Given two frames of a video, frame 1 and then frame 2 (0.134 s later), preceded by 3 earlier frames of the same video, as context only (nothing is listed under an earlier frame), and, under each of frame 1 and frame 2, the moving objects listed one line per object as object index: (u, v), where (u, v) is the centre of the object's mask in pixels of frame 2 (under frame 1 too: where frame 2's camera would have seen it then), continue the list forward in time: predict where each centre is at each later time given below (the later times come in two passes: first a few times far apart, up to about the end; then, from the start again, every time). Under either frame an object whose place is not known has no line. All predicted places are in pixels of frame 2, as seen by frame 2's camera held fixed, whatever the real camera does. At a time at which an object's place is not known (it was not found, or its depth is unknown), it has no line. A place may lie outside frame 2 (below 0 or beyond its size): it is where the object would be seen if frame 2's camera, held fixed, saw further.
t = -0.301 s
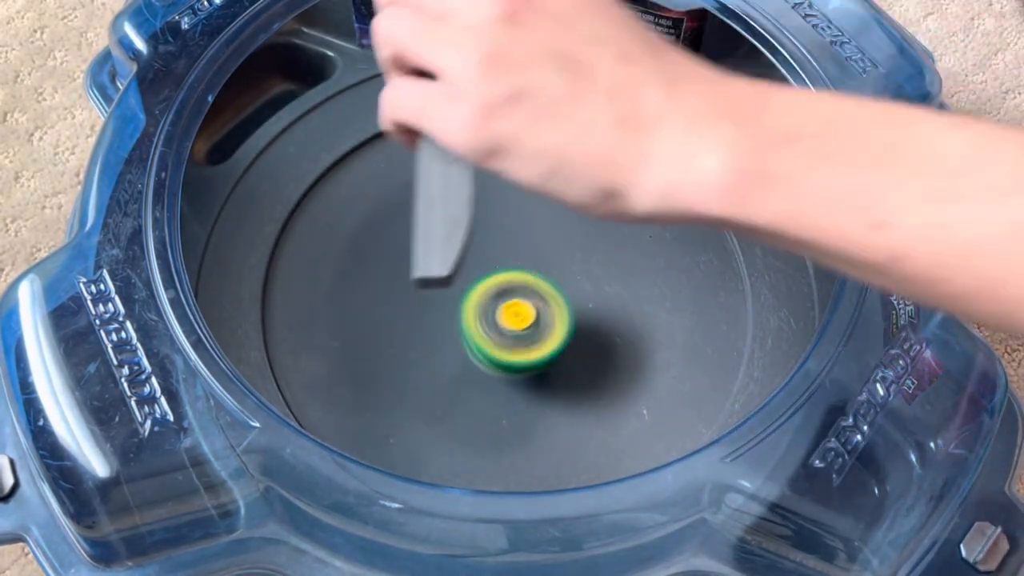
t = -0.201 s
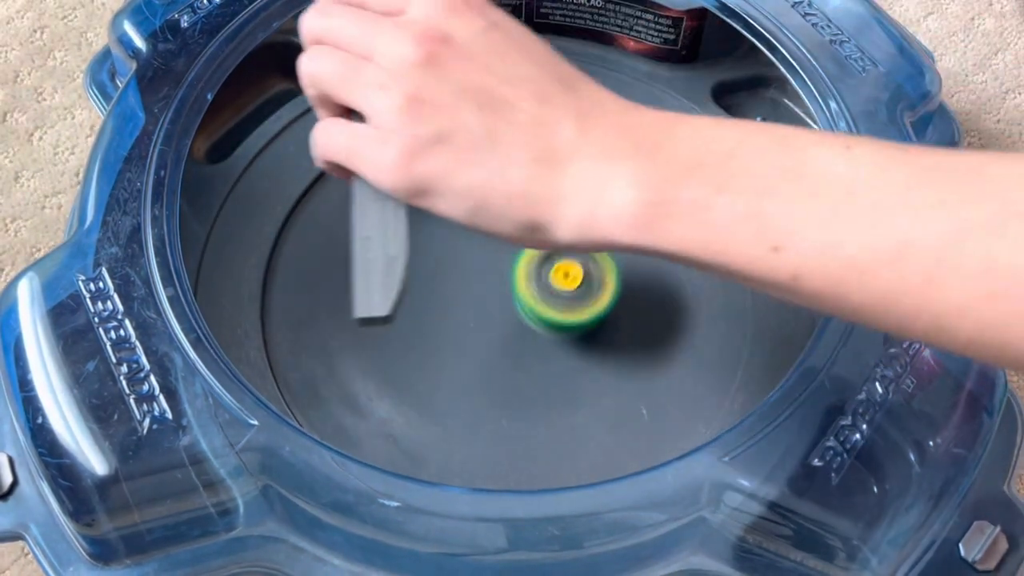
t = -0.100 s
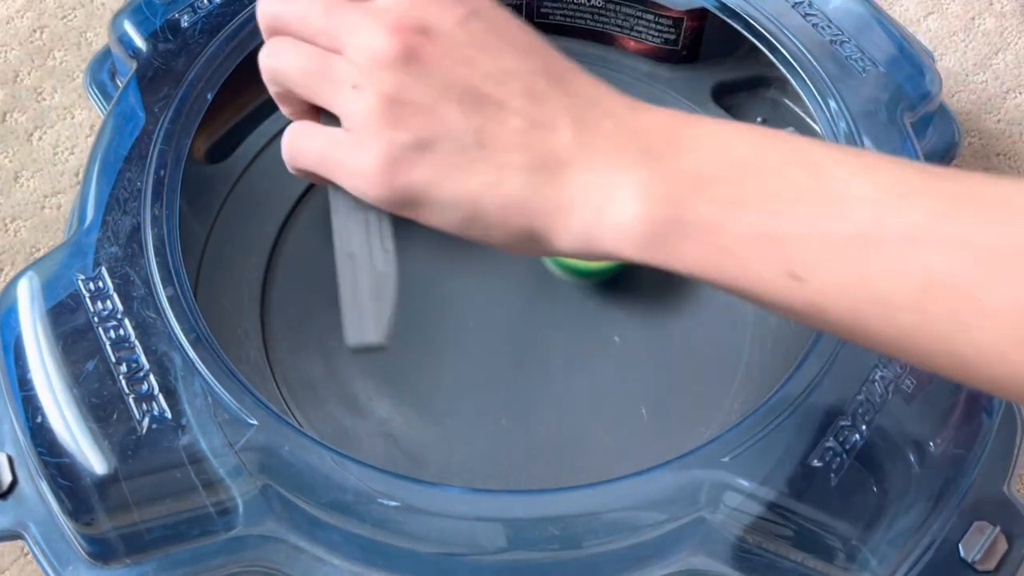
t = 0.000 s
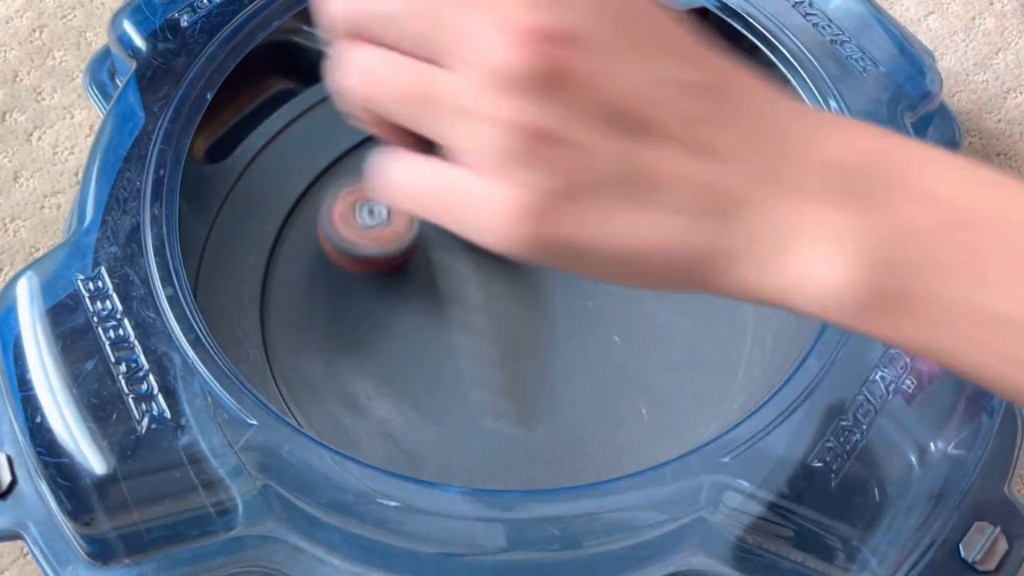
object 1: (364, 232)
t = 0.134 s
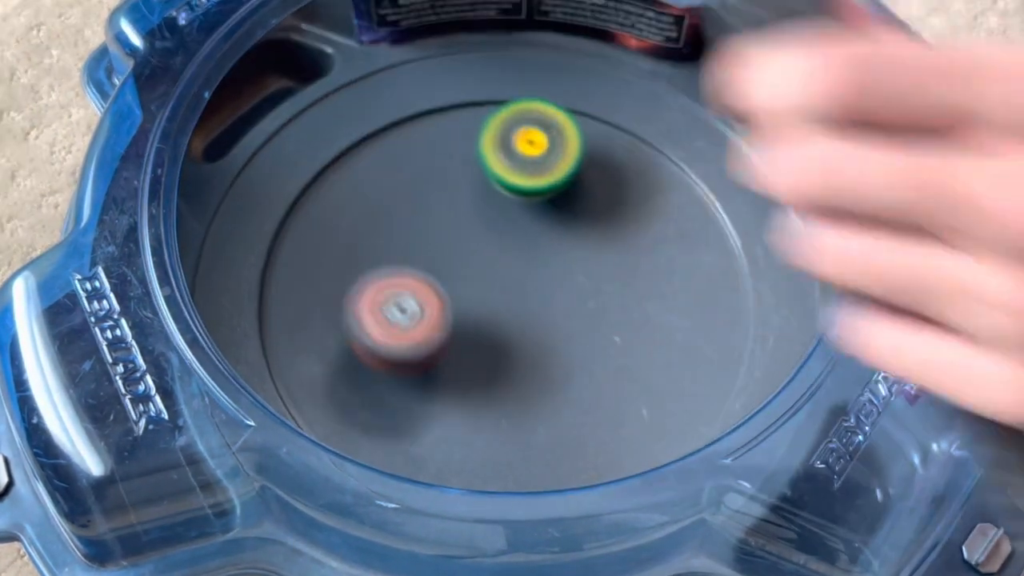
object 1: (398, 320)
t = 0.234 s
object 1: (471, 359)
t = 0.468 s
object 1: (627, 258)
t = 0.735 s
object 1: (492, 135)
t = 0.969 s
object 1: (388, 281)
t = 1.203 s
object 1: (548, 409)
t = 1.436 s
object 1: (692, 293)
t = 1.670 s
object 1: (550, 175)
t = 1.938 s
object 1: (349, 244)
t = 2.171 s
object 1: (409, 403)
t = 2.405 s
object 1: (612, 349)
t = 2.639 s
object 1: (624, 182)
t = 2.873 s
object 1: (470, 131)
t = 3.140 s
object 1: (387, 297)
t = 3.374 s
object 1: (530, 416)
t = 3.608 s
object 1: (675, 326)
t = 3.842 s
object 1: (581, 195)
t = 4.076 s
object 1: (406, 189)
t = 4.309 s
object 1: (349, 317)
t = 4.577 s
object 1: (550, 371)
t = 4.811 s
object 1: (654, 252)
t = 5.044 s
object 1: (561, 152)
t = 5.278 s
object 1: (423, 227)
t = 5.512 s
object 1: (419, 370)
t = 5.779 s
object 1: (594, 382)
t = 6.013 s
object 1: (596, 242)
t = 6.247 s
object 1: (479, 162)
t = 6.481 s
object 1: (381, 243)
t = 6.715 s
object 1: (486, 351)
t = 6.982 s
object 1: (648, 312)
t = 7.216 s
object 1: (597, 211)
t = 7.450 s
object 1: (450, 226)
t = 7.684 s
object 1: (383, 325)
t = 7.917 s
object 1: (501, 376)
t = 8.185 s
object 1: (627, 304)
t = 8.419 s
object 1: (567, 212)
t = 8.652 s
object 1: (676, 242)
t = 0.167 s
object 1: (418, 337)
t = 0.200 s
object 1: (443, 351)
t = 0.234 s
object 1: (471, 359)
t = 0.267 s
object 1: (503, 361)
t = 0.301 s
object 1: (533, 356)
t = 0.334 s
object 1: (561, 344)
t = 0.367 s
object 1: (587, 327)
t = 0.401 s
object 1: (605, 307)
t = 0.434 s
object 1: (618, 284)
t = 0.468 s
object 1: (627, 258)
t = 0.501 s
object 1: (628, 233)
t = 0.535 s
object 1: (622, 207)
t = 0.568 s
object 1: (612, 184)
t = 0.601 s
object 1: (596, 165)
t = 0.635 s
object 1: (574, 149)
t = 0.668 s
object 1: (548, 138)
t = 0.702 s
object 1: (521, 132)
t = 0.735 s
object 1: (492, 135)
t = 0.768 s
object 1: (464, 143)
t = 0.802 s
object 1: (439, 156)
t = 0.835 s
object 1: (418, 175)
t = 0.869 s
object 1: (401, 201)
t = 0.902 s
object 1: (390, 226)
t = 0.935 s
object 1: (386, 253)
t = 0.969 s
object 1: (388, 281)
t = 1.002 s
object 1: (397, 311)
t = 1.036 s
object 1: (410, 336)
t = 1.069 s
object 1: (430, 360)
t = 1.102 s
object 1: (455, 380)
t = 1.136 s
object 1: (485, 396)
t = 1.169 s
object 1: (515, 405)
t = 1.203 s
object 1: (548, 409)
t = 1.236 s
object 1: (580, 407)
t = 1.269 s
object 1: (612, 399)
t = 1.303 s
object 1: (642, 386)
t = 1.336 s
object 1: (664, 367)
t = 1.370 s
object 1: (680, 344)
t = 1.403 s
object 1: (689, 319)
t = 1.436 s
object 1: (692, 293)
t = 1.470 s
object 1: (687, 268)
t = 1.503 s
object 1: (674, 245)
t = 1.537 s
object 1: (655, 223)
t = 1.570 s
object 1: (632, 206)
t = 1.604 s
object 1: (608, 190)
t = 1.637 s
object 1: (581, 181)
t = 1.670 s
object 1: (550, 175)
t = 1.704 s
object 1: (521, 172)
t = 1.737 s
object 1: (492, 172)
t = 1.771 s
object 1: (463, 176)
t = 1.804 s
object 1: (436, 184)
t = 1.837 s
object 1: (410, 195)
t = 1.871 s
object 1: (385, 209)
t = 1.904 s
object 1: (365, 224)
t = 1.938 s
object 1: (349, 244)
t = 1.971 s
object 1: (337, 266)
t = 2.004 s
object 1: (332, 292)
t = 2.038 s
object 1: (333, 319)
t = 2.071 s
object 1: (342, 344)
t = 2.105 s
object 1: (358, 367)
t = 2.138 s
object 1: (381, 387)
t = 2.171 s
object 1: (409, 403)
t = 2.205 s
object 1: (442, 412)
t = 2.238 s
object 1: (476, 414)
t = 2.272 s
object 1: (512, 410)
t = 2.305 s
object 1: (542, 401)
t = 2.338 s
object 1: (570, 387)
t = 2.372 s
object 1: (593, 370)
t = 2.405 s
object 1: (612, 349)
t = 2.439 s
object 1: (627, 325)
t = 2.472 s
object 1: (638, 301)
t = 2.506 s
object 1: (645, 275)
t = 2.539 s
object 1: (647, 251)
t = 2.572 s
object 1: (643, 227)
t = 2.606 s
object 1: (636, 204)
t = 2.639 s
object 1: (624, 182)
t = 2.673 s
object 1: (609, 163)
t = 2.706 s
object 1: (590, 147)
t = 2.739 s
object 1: (569, 133)
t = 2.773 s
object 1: (546, 125)
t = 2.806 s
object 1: (521, 122)
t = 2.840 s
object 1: (496, 124)
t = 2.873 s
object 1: (470, 131)
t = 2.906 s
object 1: (446, 143)
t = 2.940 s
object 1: (425, 158)
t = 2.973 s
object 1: (408, 176)
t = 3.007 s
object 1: (395, 199)
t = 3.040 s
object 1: (386, 223)
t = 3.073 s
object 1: (382, 247)
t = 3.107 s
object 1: (382, 272)
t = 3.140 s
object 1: (387, 297)
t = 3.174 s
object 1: (396, 322)
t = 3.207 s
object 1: (411, 346)
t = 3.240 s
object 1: (430, 368)
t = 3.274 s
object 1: (451, 385)
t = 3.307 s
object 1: (475, 400)
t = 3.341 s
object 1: (502, 410)
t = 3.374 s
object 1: (530, 416)
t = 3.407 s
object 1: (559, 418)
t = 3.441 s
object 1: (587, 413)
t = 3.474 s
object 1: (614, 404)
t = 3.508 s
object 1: (638, 390)
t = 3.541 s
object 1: (657, 372)
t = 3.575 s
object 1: (669, 350)
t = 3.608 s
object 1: (675, 326)
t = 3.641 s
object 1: (675, 302)
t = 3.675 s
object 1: (669, 278)
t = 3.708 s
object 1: (658, 257)
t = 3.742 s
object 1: (643, 237)
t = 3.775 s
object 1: (624, 221)
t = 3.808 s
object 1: (603, 206)
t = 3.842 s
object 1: (581, 195)
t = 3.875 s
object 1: (556, 186)
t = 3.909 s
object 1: (531, 180)
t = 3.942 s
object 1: (505, 177)
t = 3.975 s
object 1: (479, 176)
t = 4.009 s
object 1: (454, 177)
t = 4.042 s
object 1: (430, 181)
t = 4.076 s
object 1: (406, 189)
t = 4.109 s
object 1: (384, 199)
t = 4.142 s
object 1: (366, 213)
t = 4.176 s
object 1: (352, 231)
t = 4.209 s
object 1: (342, 250)
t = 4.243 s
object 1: (338, 271)
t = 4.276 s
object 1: (340, 295)
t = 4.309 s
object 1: (349, 317)
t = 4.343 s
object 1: (364, 338)
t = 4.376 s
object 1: (385, 356)
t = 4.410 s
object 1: (410, 369)
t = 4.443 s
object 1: (437, 379)
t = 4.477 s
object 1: (466, 383)
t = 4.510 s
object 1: (495, 383)
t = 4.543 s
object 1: (524, 378)
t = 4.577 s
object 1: (550, 371)
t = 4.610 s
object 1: (575, 360)
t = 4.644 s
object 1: (596, 346)
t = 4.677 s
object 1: (615, 330)
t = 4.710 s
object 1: (630, 312)
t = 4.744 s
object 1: (642, 293)
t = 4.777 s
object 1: (650, 273)
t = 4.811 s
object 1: (654, 252)
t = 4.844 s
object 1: (654, 230)
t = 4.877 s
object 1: (648, 211)
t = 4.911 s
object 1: (639, 193)
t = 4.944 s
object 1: (623, 177)
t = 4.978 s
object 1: (605, 164)
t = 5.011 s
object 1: (585, 156)
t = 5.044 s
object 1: (561, 152)
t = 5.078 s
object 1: (538, 153)
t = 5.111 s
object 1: (514, 158)
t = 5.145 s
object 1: (491, 166)
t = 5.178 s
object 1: (471, 178)
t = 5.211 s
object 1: (452, 193)
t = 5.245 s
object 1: (436, 209)
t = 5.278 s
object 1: (423, 227)
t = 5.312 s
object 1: (412, 246)
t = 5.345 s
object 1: (404, 266)
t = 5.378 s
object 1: (400, 287)
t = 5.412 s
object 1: (399, 309)
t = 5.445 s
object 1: (402, 330)
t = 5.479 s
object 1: (409, 350)
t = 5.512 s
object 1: (419, 370)
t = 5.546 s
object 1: (434, 387)
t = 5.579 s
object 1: (453, 401)
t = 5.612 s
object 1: (475, 412)
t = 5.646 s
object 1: (501, 417)
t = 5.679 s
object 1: (528, 416)
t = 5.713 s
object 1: (554, 410)
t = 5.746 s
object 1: (576, 398)
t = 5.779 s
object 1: (594, 382)
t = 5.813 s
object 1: (607, 362)
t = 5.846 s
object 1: (615, 342)
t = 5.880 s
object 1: (618, 321)
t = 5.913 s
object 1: (617, 300)
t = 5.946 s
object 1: (613, 280)
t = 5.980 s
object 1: (605, 260)
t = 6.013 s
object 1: (596, 242)
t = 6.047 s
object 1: (585, 225)
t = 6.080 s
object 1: (570, 209)
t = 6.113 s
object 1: (554, 196)
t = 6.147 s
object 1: (538, 184)
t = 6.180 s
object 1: (519, 175)
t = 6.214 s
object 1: (500, 167)
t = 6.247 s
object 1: (479, 162)
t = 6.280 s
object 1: (457, 162)
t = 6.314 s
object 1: (437, 165)
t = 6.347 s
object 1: (418, 174)
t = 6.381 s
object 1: (402, 186)
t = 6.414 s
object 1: (390, 203)
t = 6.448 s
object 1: (383, 222)
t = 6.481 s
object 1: (381, 243)
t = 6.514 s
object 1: (386, 263)
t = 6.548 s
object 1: (395, 283)
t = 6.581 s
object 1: (407, 301)
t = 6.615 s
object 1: (424, 316)
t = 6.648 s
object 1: (443, 331)
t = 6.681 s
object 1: (464, 342)
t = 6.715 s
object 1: (486, 351)
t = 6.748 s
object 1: (509, 356)
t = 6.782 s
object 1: (534, 359)
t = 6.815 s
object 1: (558, 358)
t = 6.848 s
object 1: (580, 354)
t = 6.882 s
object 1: (600, 349)
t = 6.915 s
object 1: (620, 339)
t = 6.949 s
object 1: (636, 327)
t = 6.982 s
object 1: (648, 312)
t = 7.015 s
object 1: (655, 296)
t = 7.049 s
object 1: (659, 278)
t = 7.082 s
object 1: (656, 260)
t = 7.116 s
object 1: (648, 244)
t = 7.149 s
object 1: (635, 230)
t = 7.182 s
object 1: (617, 218)
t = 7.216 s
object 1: (597, 211)
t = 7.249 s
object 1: (577, 205)
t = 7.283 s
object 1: (554, 203)
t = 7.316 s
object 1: (533, 204)
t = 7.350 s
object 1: (512, 206)
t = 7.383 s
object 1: (490, 211)
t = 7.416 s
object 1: (469, 217)
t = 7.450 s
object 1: (450, 226)
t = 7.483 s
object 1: (434, 236)
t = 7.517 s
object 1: (418, 248)
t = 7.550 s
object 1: (405, 261)
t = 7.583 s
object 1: (395, 274)
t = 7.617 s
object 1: (387, 290)
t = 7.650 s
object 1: (383, 307)
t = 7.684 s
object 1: (383, 325)
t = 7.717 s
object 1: (388, 341)
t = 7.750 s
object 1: (400, 356)
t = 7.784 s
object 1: (414, 368)
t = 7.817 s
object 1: (432, 376)
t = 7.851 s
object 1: (455, 381)
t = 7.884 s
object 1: (478, 381)
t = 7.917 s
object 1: (501, 376)
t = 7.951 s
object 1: (524, 367)
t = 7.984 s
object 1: (542, 358)
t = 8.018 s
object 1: (560, 356)
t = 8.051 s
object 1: (576, 351)
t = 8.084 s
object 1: (592, 344)
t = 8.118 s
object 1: (609, 333)
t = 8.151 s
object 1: (620, 319)
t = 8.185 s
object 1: (627, 304)
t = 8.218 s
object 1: (630, 288)
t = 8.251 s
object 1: (629, 272)
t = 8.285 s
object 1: (624, 256)
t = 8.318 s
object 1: (615, 241)
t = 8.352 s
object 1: (600, 229)
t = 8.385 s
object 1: (584, 219)
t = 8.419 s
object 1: (567, 212)
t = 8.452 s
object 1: (547, 209)
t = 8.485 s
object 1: (529, 207)
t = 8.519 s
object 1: (539, 210)
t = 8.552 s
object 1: (579, 217)
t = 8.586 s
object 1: (620, 224)
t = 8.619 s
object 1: (651, 232)
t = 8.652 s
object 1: (676, 242)
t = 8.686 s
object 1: (697, 254)
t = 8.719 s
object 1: (709, 264)
